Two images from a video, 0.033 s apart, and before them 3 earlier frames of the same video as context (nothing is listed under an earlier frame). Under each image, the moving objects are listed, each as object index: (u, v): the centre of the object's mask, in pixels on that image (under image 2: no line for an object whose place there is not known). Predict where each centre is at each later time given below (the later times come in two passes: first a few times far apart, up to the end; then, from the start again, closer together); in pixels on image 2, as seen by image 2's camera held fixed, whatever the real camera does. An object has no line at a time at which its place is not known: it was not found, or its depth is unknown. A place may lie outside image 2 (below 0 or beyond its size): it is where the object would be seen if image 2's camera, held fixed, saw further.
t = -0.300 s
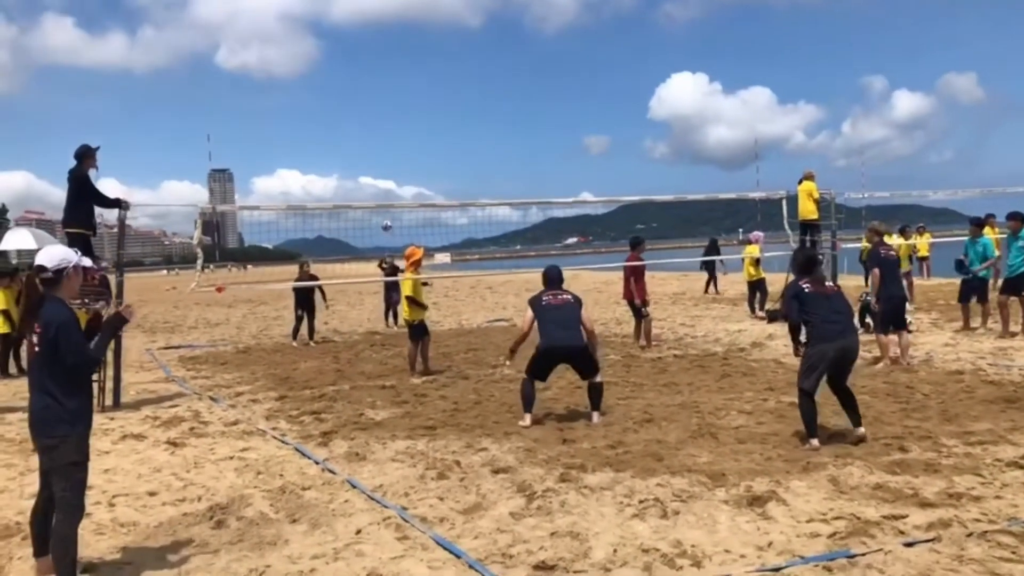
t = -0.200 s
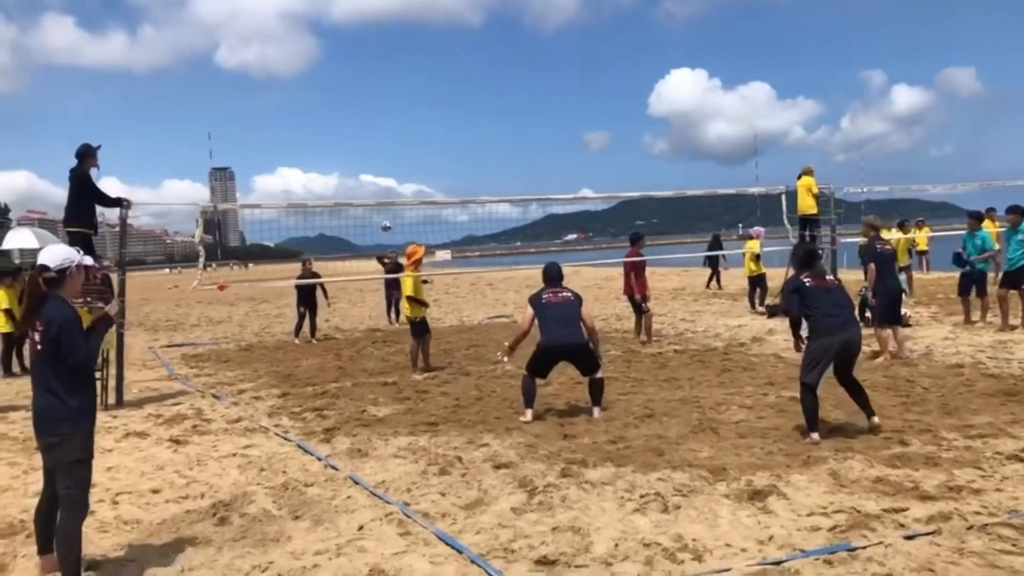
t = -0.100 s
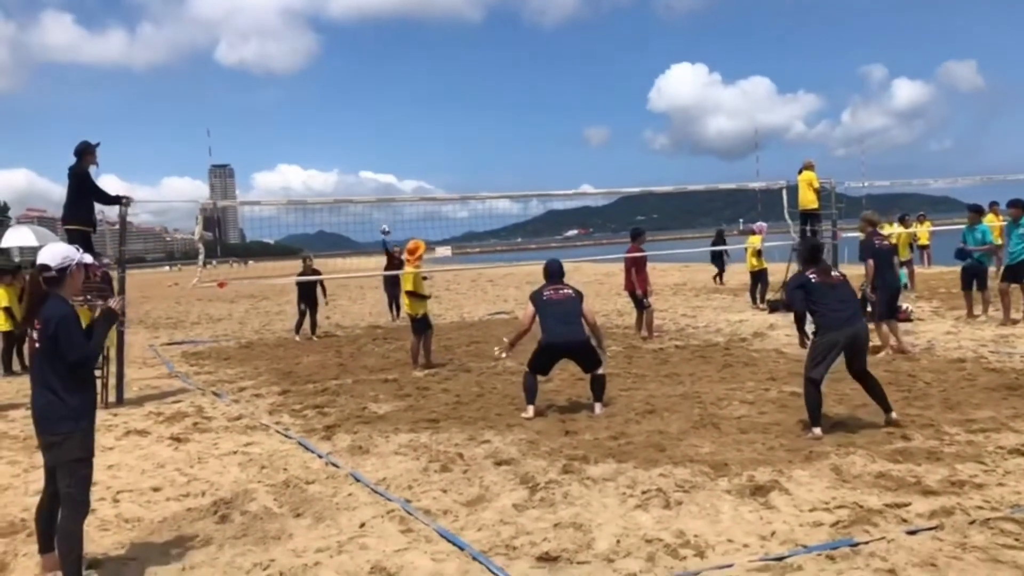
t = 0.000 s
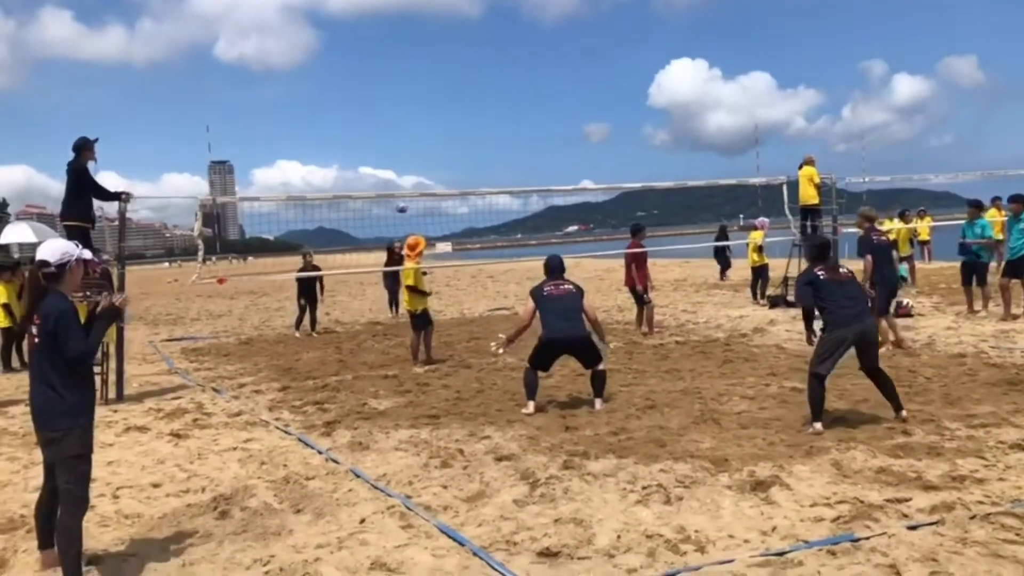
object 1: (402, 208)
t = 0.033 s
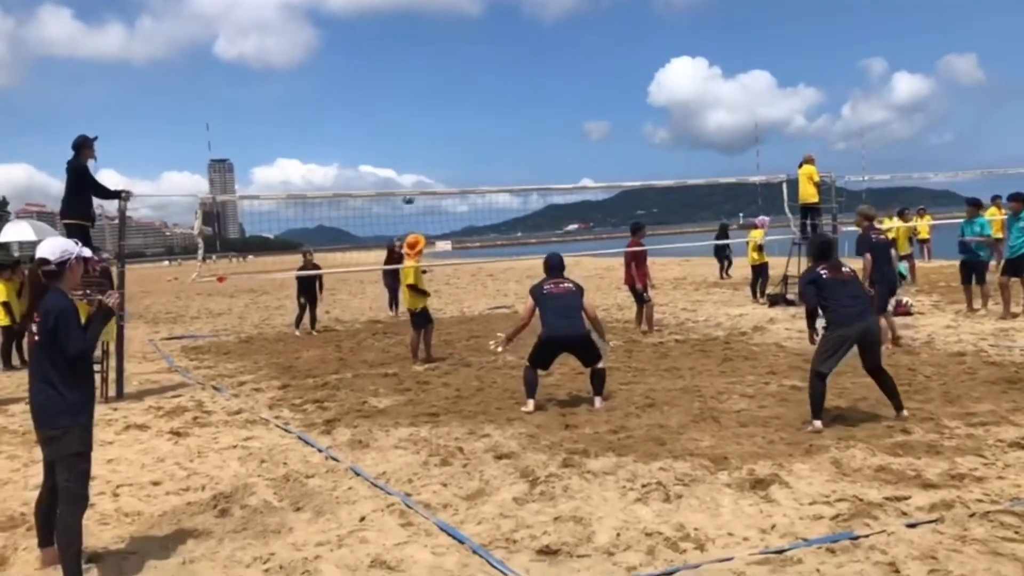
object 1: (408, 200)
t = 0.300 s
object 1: (478, 147)
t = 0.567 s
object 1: (585, 131)
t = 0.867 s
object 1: (788, 193)
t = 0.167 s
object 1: (440, 171)
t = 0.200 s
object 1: (449, 164)
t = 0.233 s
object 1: (458, 158)
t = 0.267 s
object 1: (468, 152)
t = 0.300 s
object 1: (478, 147)
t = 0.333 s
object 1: (489, 142)
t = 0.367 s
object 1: (500, 138)
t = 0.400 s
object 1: (512, 135)
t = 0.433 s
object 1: (525, 132)
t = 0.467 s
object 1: (538, 131)
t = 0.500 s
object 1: (553, 129)
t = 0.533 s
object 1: (569, 129)
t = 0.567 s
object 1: (585, 131)
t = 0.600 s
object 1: (603, 132)
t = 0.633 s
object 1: (622, 135)
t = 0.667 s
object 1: (641, 139)
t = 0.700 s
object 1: (663, 144)
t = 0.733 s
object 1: (684, 151)
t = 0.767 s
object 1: (708, 159)
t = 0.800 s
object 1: (734, 168)
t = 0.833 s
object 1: (760, 179)
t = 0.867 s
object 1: (788, 193)
